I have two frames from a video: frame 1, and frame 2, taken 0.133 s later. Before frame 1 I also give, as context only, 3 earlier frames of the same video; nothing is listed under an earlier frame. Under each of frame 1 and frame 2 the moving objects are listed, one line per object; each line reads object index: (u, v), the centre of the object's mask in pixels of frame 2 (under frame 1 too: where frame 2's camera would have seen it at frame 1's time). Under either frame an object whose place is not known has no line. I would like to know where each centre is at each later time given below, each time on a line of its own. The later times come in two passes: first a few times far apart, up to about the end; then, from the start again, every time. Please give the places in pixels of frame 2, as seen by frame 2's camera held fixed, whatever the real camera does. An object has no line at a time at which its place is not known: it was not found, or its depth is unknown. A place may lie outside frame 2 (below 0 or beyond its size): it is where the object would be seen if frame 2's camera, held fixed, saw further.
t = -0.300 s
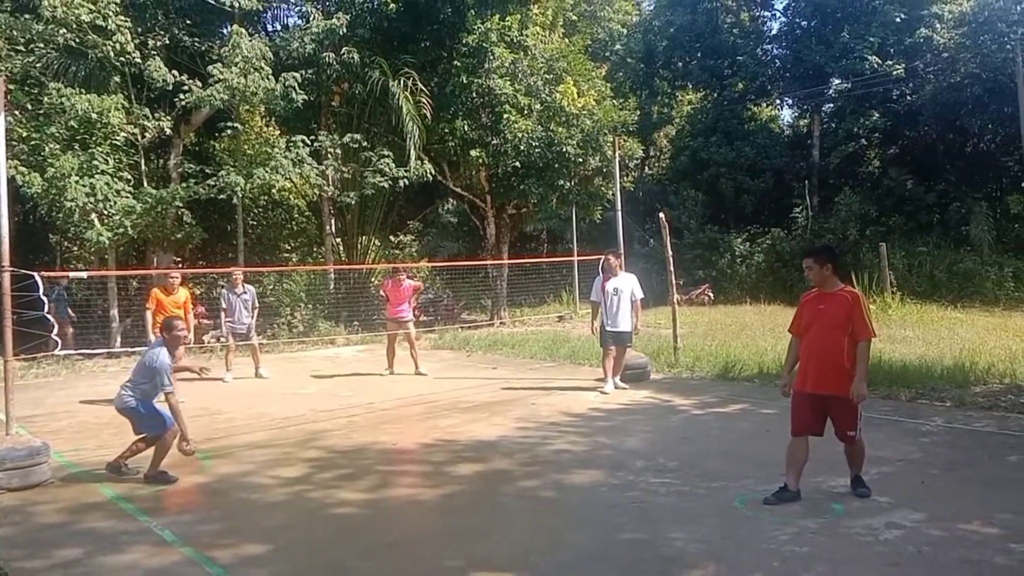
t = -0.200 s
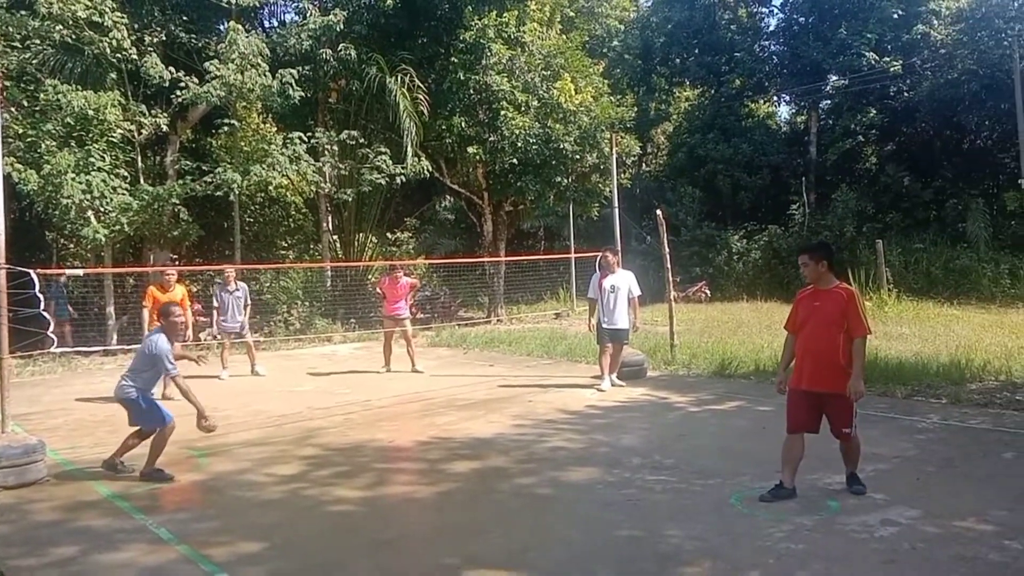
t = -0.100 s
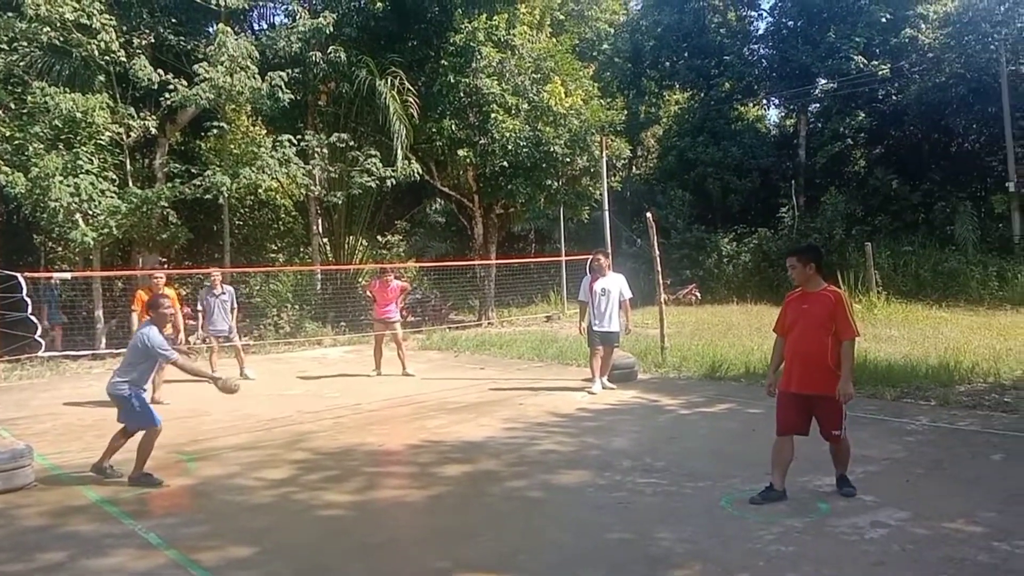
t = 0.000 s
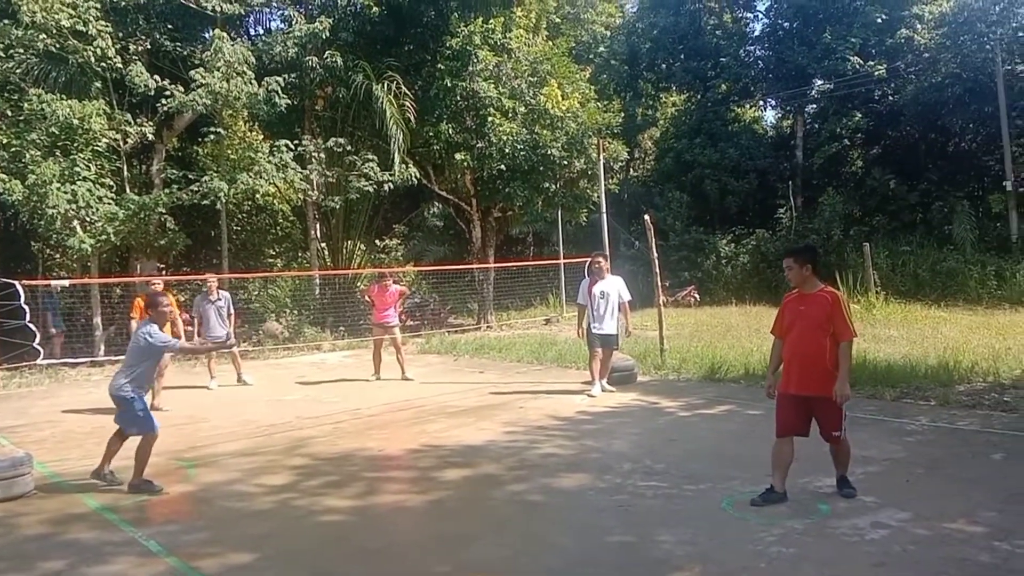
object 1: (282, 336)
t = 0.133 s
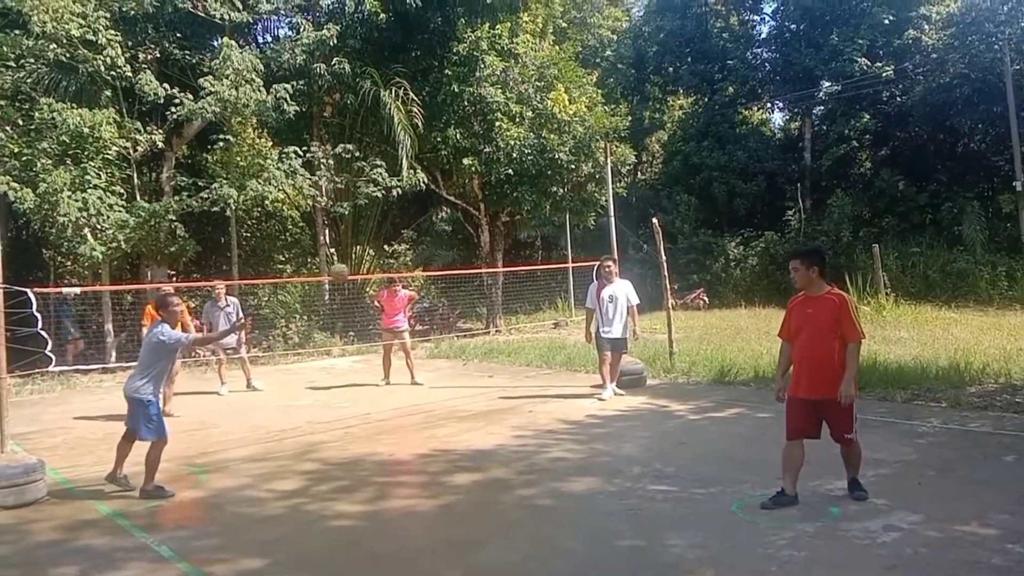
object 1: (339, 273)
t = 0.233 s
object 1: (383, 242)
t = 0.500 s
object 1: (513, 228)
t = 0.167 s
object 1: (353, 262)
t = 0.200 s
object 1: (369, 249)
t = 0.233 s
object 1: (383, 242)
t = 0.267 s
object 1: (398, 233)
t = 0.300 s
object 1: (414, 228)
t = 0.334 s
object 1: (430, 224)
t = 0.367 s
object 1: (445, 221)
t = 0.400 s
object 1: (462, 221)
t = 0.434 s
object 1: (479, 221)
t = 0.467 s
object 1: (497, 224)
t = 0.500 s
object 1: (513, 228)
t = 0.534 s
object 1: (530, 234)
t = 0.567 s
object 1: (548, 241)
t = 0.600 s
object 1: (566, 251)
